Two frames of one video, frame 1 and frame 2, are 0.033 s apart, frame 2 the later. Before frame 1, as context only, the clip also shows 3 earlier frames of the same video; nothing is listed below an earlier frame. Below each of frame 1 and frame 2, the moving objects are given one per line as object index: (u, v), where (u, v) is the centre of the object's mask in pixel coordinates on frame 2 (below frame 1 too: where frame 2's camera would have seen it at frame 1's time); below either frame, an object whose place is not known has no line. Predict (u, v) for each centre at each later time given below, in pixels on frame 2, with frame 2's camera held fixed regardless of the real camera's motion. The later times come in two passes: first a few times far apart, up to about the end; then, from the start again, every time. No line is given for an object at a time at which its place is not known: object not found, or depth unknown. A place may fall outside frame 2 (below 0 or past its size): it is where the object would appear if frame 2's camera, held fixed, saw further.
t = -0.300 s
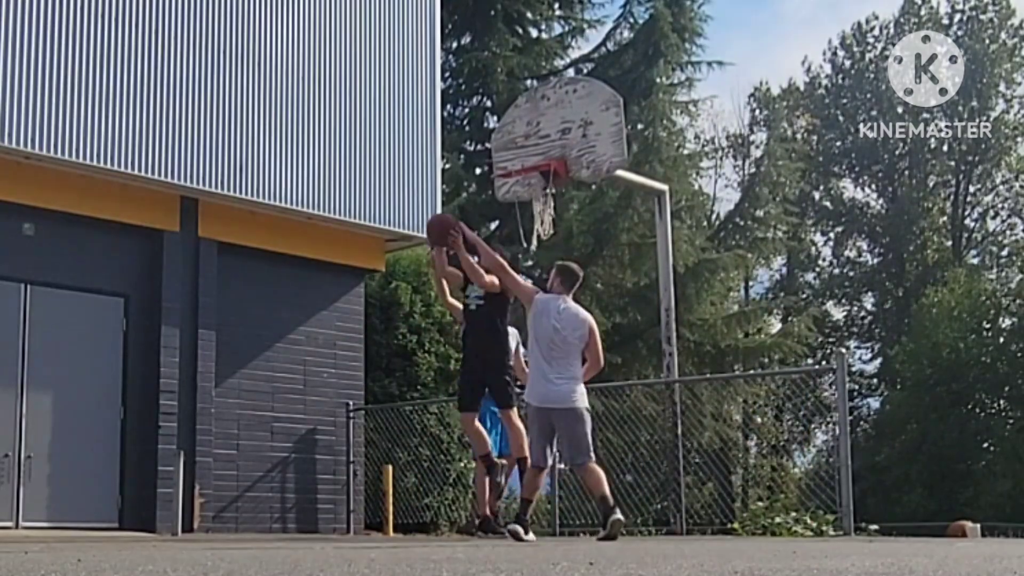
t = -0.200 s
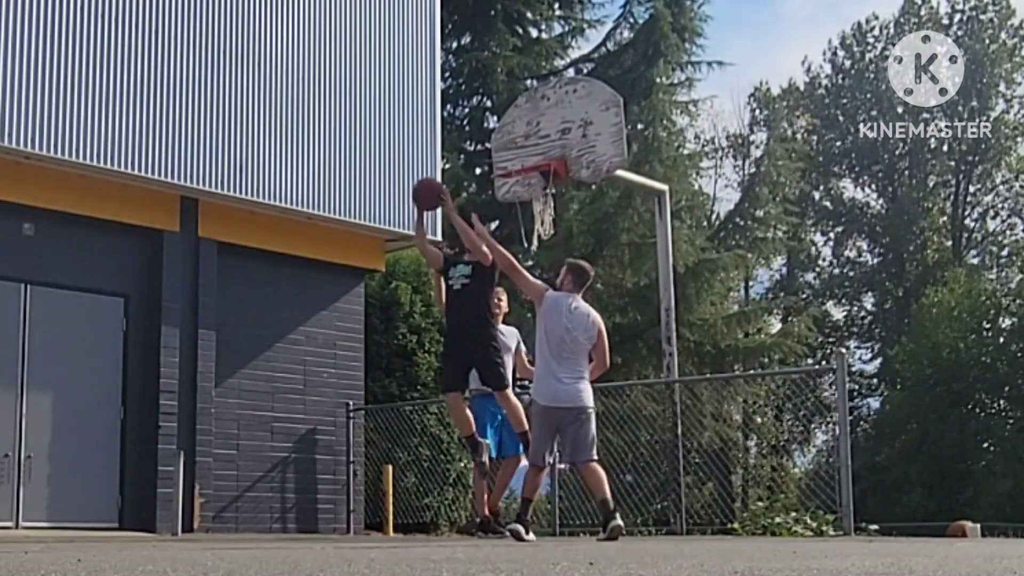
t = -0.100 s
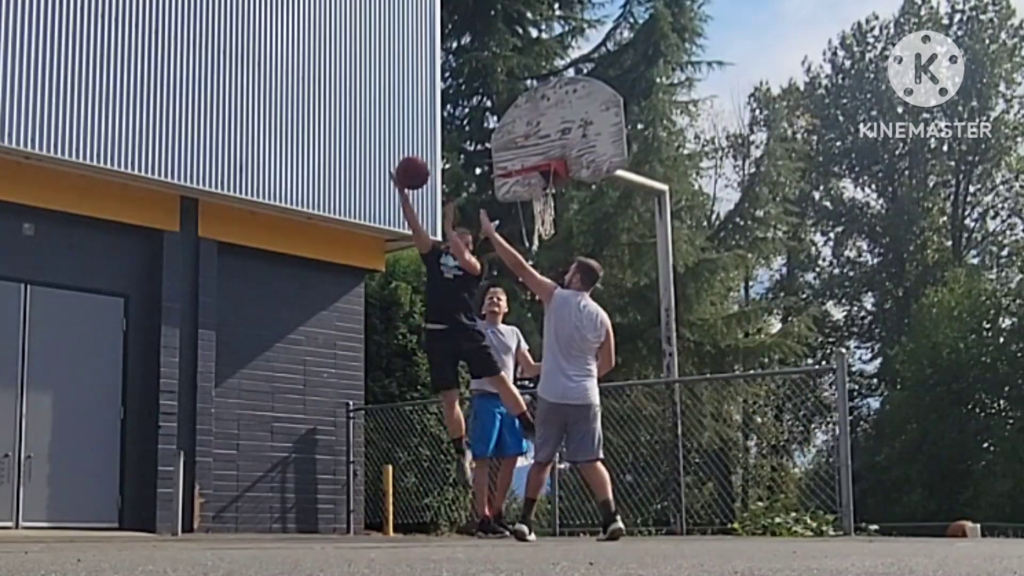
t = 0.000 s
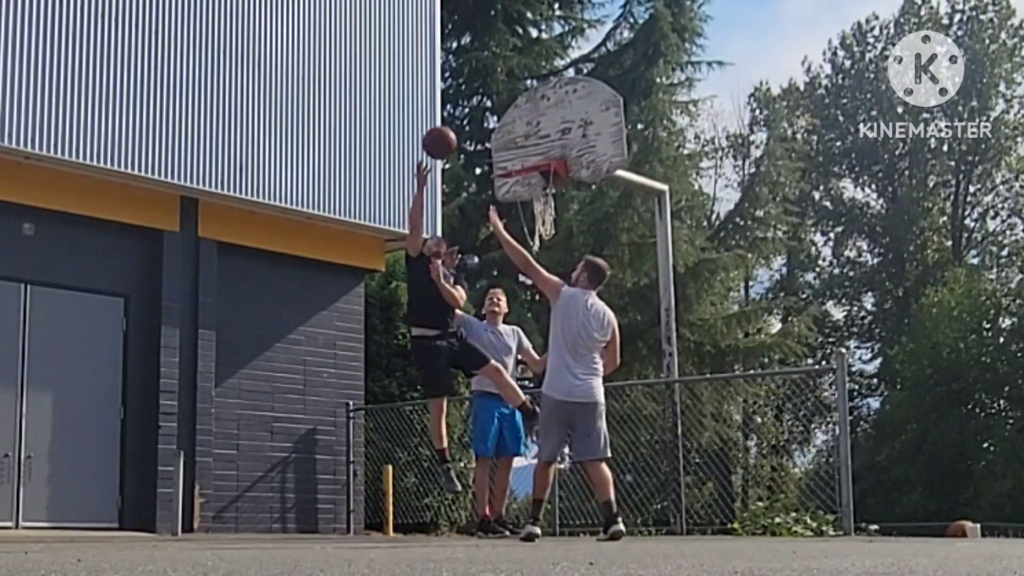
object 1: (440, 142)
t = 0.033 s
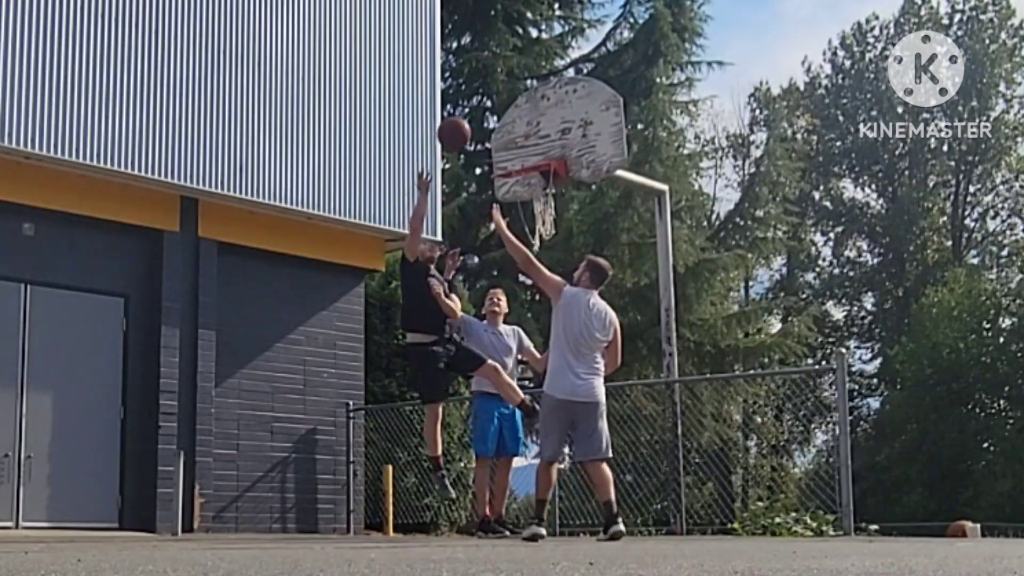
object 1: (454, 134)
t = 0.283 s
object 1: (560, 112)
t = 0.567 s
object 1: (616, 173)
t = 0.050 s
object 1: (459, 131)
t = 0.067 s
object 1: (468, 126)
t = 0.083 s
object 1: (475, 124)
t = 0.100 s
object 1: (482, 121)
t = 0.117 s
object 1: (486, 120)
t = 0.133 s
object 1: (492, 118)
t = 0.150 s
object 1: (503, 113)
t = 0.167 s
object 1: (511, 111)
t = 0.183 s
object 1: (518, 110)
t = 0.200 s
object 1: (525, 109)
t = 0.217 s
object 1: (532, 109)
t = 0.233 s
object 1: (539, 110)
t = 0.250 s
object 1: (546, 110)
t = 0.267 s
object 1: (552, 110)
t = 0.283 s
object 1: (560, 112)
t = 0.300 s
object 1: (566, 113)
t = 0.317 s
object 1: (574, 115)
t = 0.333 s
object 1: (581, 117)
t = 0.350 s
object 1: (588, 119)
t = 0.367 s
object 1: (594, 122)
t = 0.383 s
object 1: (602, 125)
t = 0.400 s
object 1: (608, 129)
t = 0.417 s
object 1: (610, 131)
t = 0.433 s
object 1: (610, 134)
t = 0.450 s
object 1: (611, 138)
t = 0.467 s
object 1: (612, 142)
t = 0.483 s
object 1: (613, 147)
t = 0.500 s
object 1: (614, 151)
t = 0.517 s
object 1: (614, 156)
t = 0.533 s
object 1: (615, 162)
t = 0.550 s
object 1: (616, 167)
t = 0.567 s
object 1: (616, 173)
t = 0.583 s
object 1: (617, 181)
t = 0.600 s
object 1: (618, 188)
